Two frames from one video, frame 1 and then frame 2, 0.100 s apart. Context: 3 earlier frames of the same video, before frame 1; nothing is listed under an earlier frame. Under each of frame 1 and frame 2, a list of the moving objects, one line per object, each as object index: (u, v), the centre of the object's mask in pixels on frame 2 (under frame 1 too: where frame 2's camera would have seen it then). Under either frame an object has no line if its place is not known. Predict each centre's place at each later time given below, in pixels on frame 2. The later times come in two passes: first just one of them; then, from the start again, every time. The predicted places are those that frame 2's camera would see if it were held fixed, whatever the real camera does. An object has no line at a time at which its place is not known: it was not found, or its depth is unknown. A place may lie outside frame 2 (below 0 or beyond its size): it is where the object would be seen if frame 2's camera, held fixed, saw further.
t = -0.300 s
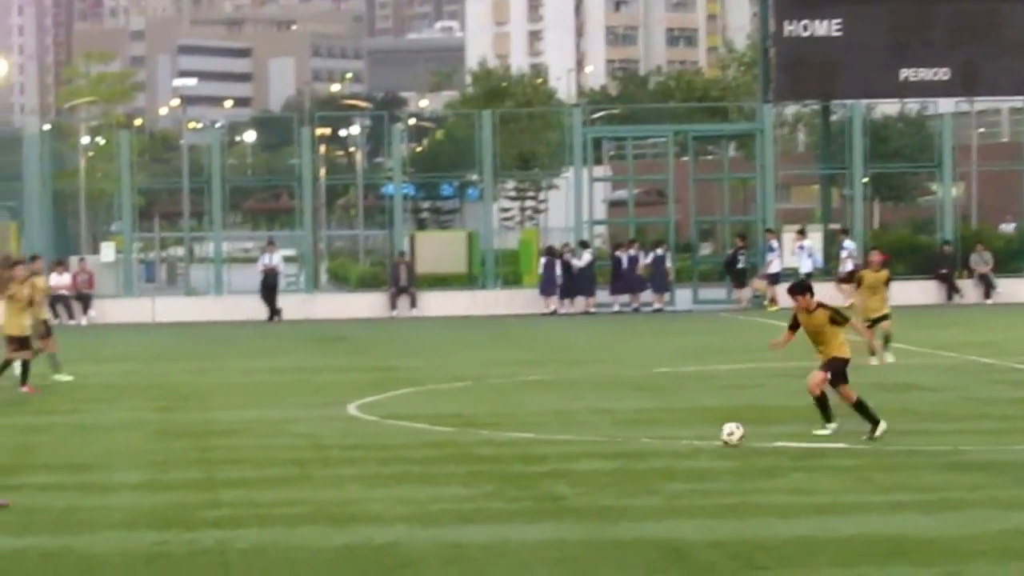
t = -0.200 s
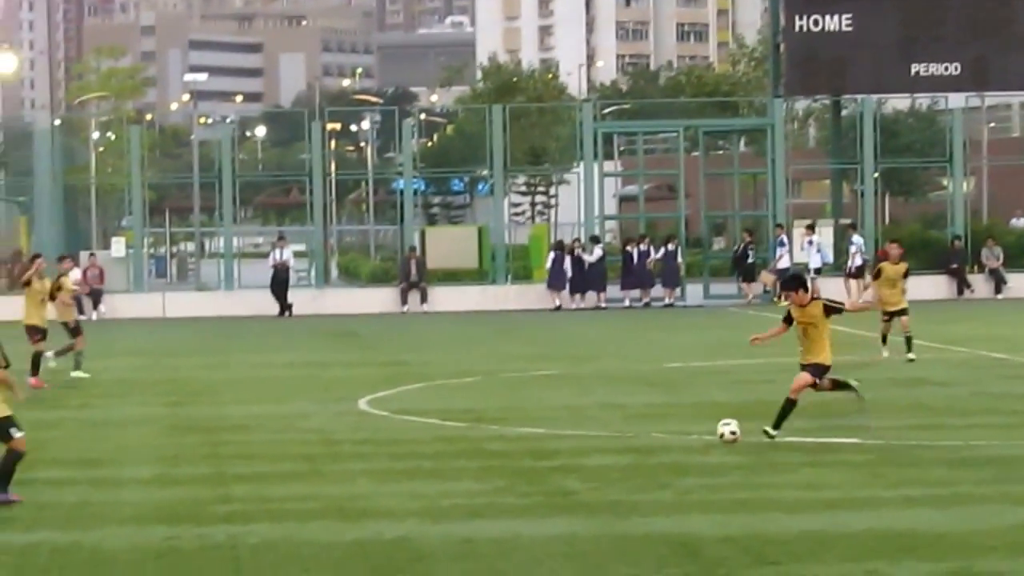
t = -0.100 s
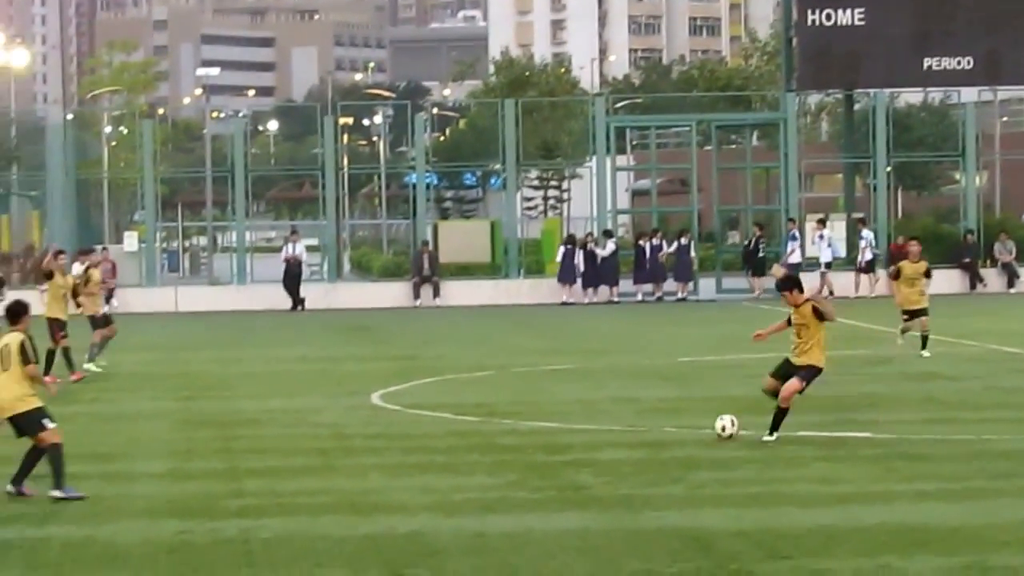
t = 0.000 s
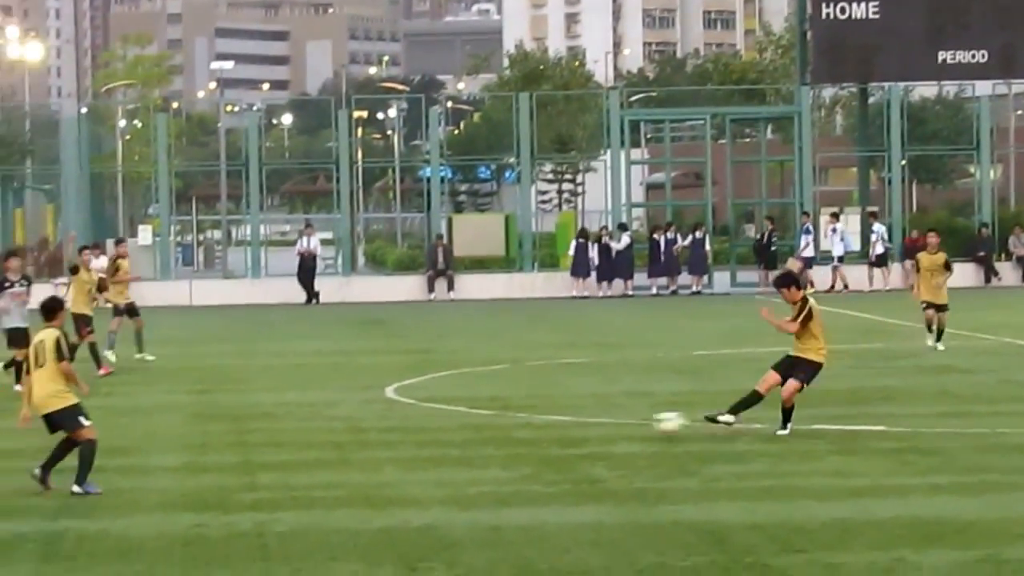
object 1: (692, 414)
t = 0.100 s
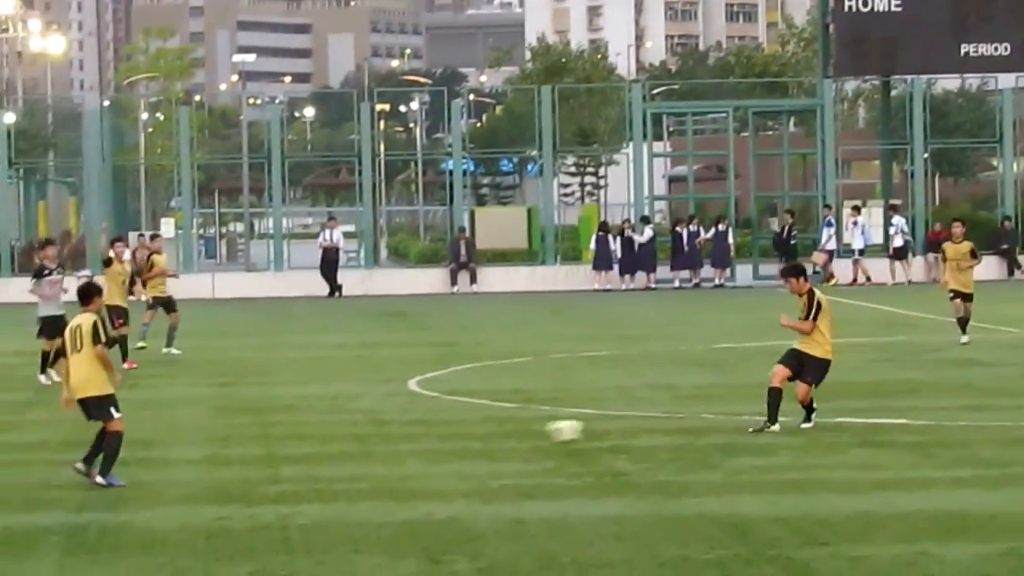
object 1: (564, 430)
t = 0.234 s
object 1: (387, 463)
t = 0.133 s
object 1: (521, 439)
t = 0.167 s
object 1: (475, 449)
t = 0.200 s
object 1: (430, 462)
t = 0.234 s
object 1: (387, 463)
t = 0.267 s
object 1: (343, 469)
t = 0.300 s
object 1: (298, 476)
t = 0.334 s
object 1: (250, 485)
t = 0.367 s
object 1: (202, 498)
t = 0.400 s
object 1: (152, 509)
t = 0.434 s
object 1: (106, 514)
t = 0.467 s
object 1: (56, 521)
